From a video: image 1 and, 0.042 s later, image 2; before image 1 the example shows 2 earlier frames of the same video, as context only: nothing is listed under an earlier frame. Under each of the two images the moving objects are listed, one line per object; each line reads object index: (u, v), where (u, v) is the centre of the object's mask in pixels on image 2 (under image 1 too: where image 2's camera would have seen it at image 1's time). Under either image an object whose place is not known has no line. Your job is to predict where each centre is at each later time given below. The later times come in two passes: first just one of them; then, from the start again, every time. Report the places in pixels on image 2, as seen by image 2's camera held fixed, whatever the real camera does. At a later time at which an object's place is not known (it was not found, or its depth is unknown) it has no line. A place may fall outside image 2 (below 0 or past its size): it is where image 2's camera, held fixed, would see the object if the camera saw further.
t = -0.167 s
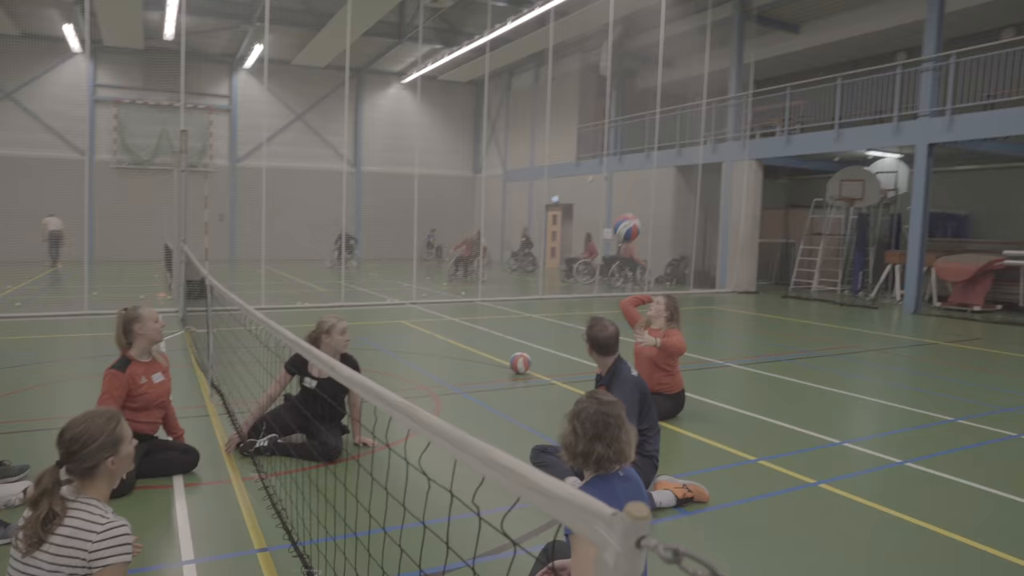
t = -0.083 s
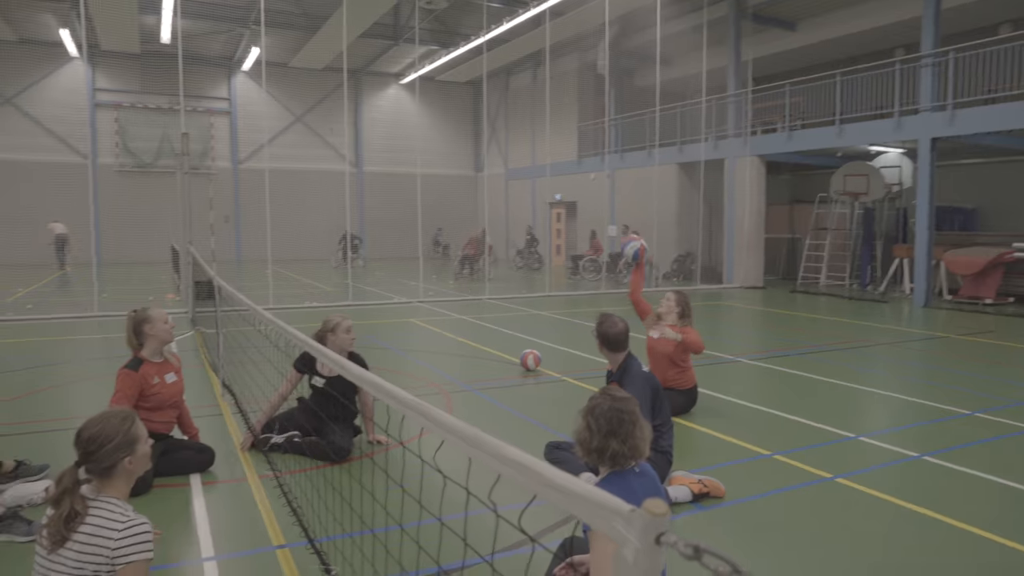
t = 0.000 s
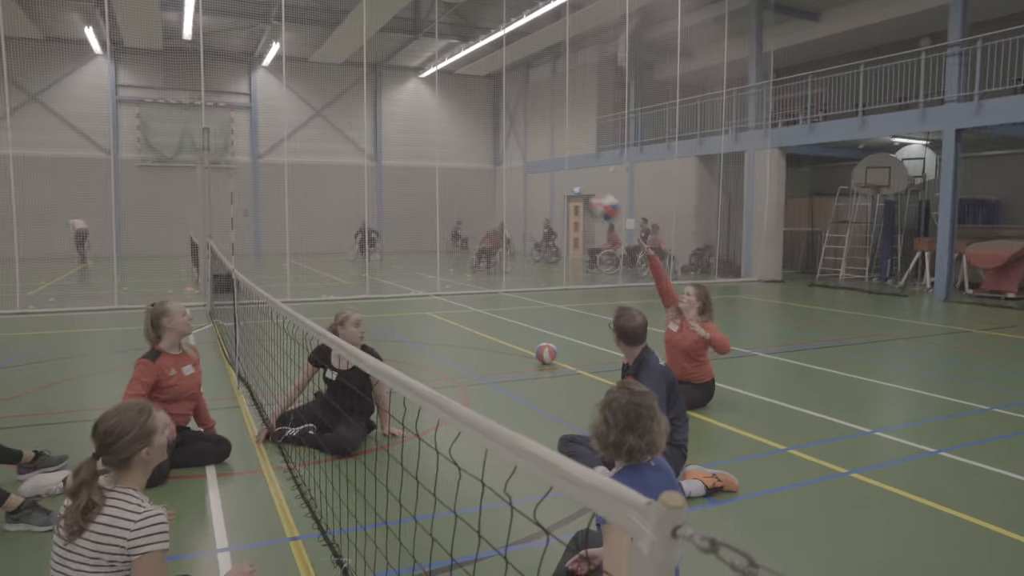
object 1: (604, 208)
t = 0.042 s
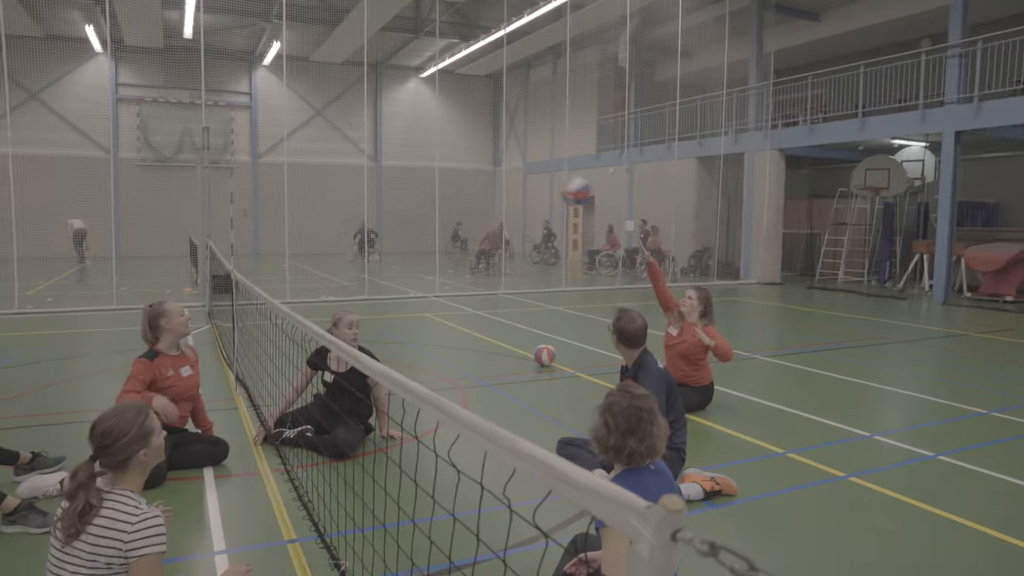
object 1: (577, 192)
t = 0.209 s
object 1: (446, 134)
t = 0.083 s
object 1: (547, 174)
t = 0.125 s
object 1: (514, 160)
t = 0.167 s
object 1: (482, 146)
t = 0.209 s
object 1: (446, 134)
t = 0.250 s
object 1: (408, 124)
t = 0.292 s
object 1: (365, 117)
